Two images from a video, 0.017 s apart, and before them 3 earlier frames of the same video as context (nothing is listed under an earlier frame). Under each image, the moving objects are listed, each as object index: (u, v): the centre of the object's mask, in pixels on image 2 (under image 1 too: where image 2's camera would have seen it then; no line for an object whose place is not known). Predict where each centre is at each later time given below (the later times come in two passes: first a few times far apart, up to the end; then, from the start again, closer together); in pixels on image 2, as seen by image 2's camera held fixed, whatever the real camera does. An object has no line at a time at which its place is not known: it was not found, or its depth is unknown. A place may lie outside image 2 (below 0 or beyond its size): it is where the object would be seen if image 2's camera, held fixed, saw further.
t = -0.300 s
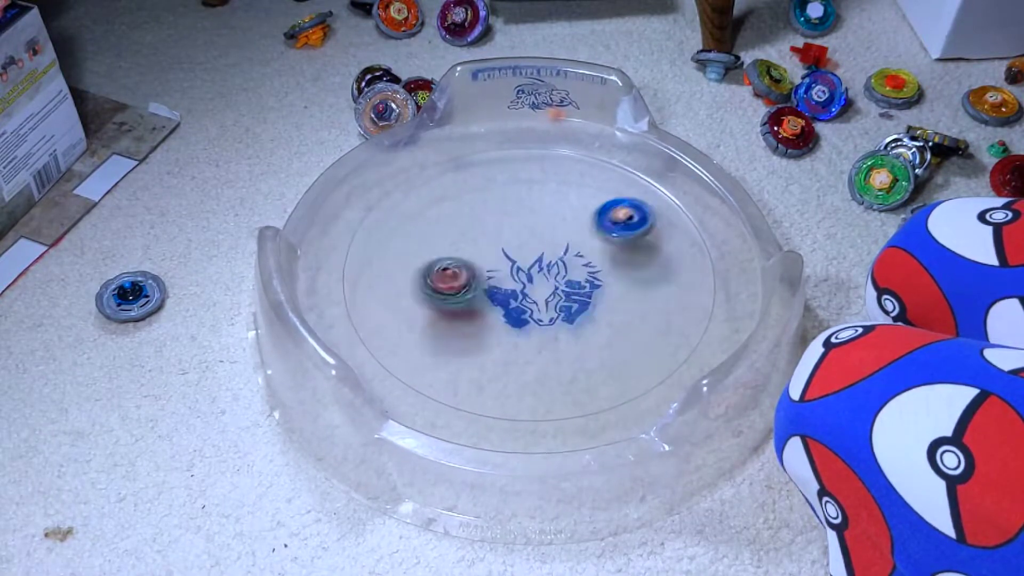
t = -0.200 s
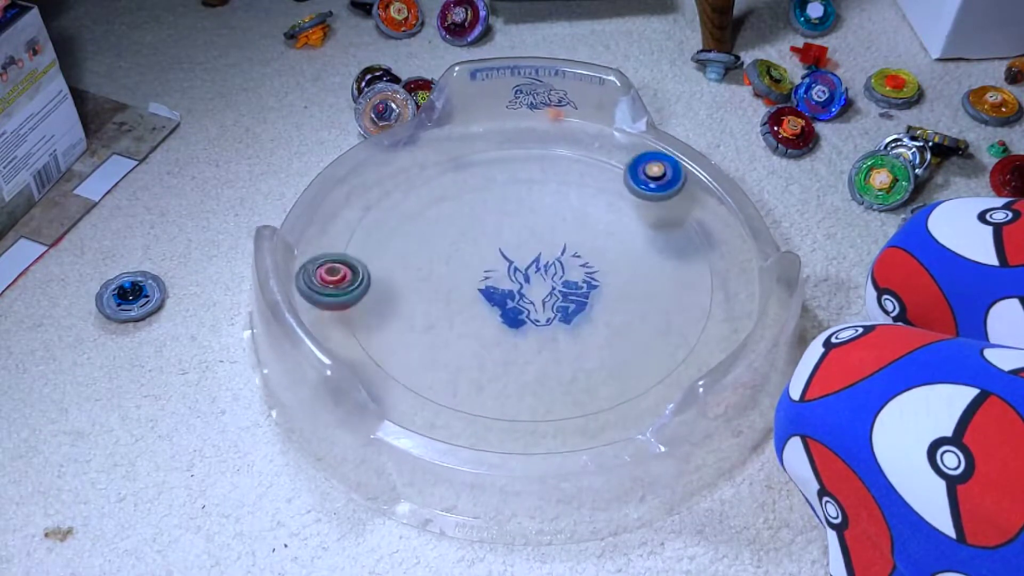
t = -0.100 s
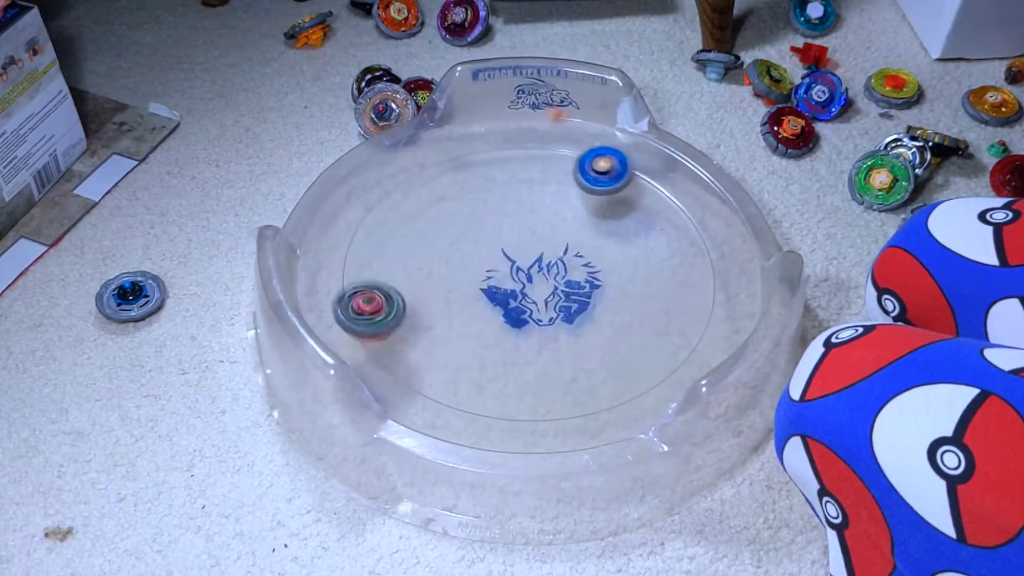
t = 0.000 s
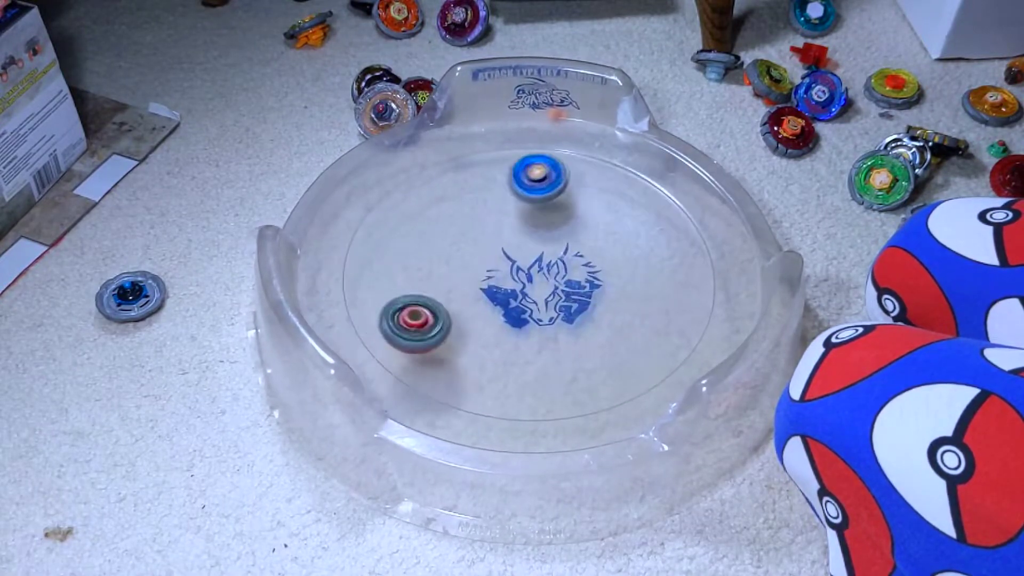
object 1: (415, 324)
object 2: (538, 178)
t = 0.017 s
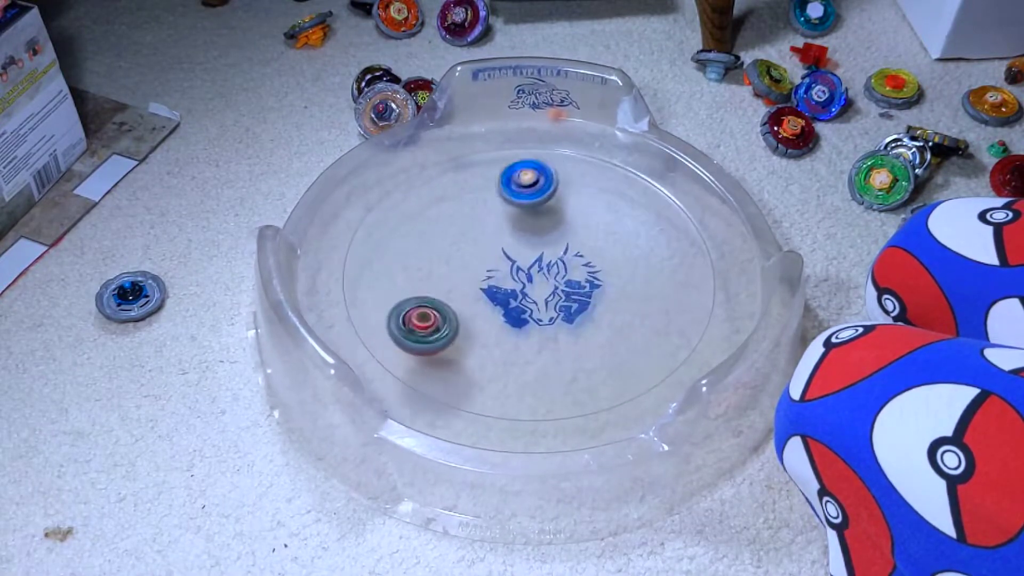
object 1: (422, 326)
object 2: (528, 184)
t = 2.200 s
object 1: (380, 271)
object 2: (473, 269)
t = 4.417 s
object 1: (546, 188)
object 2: (581, 319)
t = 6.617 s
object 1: (665, 281)
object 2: (487, 226)
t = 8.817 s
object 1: (566, 371)
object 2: (543, 272)
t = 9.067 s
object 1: (577, 368)
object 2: (519, 214)
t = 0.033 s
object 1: (430, 327)
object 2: (517, 189)
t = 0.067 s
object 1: (445, 331)
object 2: (500, 204)
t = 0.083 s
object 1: (452, 332)
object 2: (492, 212)
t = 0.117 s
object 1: (465, 334)
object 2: (481, 230)
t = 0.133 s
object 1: (472, 335)
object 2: (477, 240)
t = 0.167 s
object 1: (485, 336)
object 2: (474, 261)
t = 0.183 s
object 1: (491, 336)
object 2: (474, 271)
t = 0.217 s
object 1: (505, 336)
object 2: (479, 289)
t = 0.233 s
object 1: (514, 336)
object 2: (482, 295)
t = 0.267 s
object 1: (533, 345)
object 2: (491, 307)
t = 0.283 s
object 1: (544, 354)
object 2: (498, 314)
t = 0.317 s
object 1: (565, 363)
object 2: (515, 326)
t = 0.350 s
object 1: (590, 365)
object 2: (538, 335)
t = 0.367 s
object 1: (604, 364)
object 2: (549, 338)
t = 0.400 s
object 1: (647, 372)
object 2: (562, 331)
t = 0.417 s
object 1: (664, 366)
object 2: (568, 327)
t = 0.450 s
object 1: (685, 355)
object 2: (583, 320)
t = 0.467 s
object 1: (691, 348)
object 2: (591, 317)
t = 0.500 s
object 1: (702, 333)
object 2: (606, 308)
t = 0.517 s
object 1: (706, 325)
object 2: (612, 302)
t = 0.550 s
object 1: (713, 312)
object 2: (620, 289)
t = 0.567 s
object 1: (716, 306)
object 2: (620, 283)
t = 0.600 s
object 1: (720, 297)
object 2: (618, 269)
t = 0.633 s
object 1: (724, 288)
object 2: (610, 257)
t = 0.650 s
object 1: (725, 285)
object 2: (604, 251)
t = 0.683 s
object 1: (728, 279)
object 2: (589, 243)
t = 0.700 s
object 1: (729, 276)
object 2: (580, 239)
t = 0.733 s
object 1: (731, 271)
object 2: (561, 235)
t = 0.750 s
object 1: (731, 268)
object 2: (551, 235)
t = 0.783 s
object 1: (731, 262)
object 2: (530, 237)
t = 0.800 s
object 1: (731, 259)
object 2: (520, 239)
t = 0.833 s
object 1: (730, 253)
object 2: (503, 245)
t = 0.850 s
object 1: (729, 251)
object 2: (494, 251)
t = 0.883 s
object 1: (726, 245)
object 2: (481, 261)
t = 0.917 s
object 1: (724, 239)
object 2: (473, 275)
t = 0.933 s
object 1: (722, 237)
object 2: (471, 281)
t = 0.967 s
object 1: (717, 232)
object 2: (471, 297)
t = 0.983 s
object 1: (715, 229)
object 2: (472, 303)
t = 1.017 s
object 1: (709, 225)
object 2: (479, 317)
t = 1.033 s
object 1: (705, 222)
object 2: (485, 323)
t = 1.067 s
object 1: (694, 218)
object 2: (500, 334)
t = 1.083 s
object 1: (688, 216)
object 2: (510, 338)
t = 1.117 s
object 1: (677, 212)
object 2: (531, 342)
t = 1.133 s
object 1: (672, 211)
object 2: (542, 342)
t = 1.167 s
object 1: (662, 208)
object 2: (563, 339)
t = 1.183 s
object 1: (657, 206)
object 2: (572, 336)
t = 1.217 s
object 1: (646, 204)
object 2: (589, 327)
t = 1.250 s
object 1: (633, 202)
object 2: (601, 314)
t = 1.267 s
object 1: (627, 201)
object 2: (606, 308)
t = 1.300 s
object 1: (613, 199)
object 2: (610, 293)
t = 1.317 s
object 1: (605, 199)
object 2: (609, 284)
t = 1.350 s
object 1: (590, 198)
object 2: (605, 269)
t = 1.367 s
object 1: (582, 198)
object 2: (601, 263)
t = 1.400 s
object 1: (567, 198)
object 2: (590, 250)
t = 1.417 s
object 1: (559, 199)
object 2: (583, 246)
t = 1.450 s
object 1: (537, 179)
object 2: (572, 254)
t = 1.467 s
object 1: (526, 170)
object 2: (566, 258)
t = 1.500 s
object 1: (501, 155)
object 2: (553, 262)
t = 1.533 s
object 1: (476, 147)
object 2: (540, 265)
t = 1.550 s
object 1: (463, 145)
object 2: (533, 268)
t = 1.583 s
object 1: (440, 149)
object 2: (519, 274)
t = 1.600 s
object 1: (429, 156)
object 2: (514, 277)
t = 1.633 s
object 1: (410, 166)
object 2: (507, 286)
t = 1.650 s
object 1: (402, 171)
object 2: (505, 291)
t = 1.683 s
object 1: (391, 182)
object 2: (504, 302)
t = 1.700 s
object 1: (386, 186)
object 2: (505, 307)
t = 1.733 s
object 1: (379, 194)
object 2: (513, 315)
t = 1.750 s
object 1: (376, 197)
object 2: (518, 319)
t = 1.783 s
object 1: (370, 202)
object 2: (530, 324)
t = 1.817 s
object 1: (367, 207)
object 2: (545, 324)
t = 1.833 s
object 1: (366, 210)
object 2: (554, 323)
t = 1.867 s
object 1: (364, 215)
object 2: (566, 316)
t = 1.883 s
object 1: (363, 218)
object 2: (571, 312)
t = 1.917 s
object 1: (361, 223)
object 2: (576, 300)
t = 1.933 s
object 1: (360, 225)
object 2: (576, 295)
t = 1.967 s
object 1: (360, 230)
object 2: (571, 283)
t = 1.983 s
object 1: (359, 232)
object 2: (568, 277)
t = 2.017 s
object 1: (360, 238)
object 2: (556, 268)
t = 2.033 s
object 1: (360, 240)
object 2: (550, 264)
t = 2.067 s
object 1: (362, 246)
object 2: (534, 259)
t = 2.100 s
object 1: (365, 252)
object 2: (516, 257)
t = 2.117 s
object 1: (367, 255)
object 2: (508, 257)
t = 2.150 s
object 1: (372, 261)
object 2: (492, 259)
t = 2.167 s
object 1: (374, 264)
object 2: (485, 261)
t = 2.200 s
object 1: (380, 271)
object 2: (473, 269)
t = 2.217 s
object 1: (384, 274)
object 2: (469, 273)
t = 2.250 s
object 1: (392, 281)
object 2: (465, 284)
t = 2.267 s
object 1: (396, 285)
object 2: (464, 291)
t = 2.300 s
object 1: (398, 287)
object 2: (472, 301)
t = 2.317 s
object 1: (396, 288)
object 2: (479, 305)
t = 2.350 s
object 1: (393, 292)
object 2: (489, 314)
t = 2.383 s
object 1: (395, 294)
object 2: (502, 320)
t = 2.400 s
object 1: (398, 296)
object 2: (510, 321)
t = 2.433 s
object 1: (405, 301)
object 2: (527, 321)
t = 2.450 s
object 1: (409, 303)
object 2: (535, 318)
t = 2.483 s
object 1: (418, 308)
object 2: (549, 312)
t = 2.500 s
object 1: (422, 310)
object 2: (554, 307)
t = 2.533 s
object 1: (431, 314)
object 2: (562, 296)
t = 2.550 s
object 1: (436, 316)
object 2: (564, 290)
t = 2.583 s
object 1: (445, 319)
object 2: (564, 277)
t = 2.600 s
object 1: (450, 320)
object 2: (562, 270)
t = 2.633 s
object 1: (460, 323)
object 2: (555, 258)
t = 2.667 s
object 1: (471, 325)
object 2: (544, 248)
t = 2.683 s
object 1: (476, 326)
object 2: (537, 244)
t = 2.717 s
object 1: (487, 327)
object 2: (522, 237)
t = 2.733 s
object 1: (493, 327)
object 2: (514, 235)
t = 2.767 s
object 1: (506, 327)
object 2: (498, 234)
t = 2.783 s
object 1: (512, 327)
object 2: (489, 235)
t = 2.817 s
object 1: (524, 326)
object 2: (475, 239)
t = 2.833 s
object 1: (530, 325)
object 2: (469, 243)
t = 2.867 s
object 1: (542, 322)
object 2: (459, 253)
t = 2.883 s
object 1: (547, 321)
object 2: (457, 258)
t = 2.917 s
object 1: (559, 318)
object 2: (455, 271)
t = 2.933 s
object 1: (564, 316)
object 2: (456, 277)
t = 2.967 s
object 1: (575, 311)
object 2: (463, 289)
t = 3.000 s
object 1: (585, 306)
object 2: (477, 300)
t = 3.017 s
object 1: (590, 304)
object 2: (486, 304)
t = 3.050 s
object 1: (600, 299)
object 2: (503, 309)
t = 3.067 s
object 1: (604, 296)
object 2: (513, 309)
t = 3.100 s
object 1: (610, 291)
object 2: (532, 307)
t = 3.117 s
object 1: (614, 288)
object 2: (540, 304)
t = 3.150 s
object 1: (625, 282)
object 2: (550, 297)
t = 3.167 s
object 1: (639, 277)
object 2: (547, 293)
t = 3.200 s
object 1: (658, 267)
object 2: (547, 283)
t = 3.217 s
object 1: (665, 261)
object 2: (545, 277)
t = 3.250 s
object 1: (676, 250)
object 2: (541, 268)
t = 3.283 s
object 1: (684, 242)
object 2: (532, 259)
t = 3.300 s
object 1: (687, 239)
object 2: (527, 256)
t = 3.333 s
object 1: (693, 233)
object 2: (514, 250)
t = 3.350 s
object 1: (695, 230)
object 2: (507, 249)
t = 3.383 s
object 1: (699, 226)
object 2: (493, 248)
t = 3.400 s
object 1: (698, 225)
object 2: (486, 249)
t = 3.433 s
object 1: (695, 223)
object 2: (475, 254)
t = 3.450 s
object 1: (693, 221)
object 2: (471, 259)
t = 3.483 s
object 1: (692, 220)
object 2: (467, 268)
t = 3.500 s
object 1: (691, 219)
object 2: (466, 273)
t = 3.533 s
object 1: (692, 217)
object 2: (471, 283)
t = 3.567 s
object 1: (691, 216)
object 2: (482, 292)
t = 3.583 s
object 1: (691, 215)
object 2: (488, 295)
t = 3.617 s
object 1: (690, 214)
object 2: (503, 298)
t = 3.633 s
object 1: (690, 214)
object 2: (510, 298)
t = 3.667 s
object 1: (689, 213)
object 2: (527, 295)
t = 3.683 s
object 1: (688, 213)
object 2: (533, 292)
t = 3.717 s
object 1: (685, 214)
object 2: (545, 284)
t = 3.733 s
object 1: (682, 215)
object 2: (550, 279)
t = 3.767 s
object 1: (679, 216)
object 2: (556, 268)
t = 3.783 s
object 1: (676, 216)
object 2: (557, 262)
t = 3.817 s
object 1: (671, 218)
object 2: (555, 250)
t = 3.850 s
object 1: (665, 220)
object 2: (550, 240)
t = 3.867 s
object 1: (662, 220)
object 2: (546, 235)
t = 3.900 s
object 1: (654, 222)
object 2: (536, 228)
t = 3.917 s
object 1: (650, 223)
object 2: (530, 226)
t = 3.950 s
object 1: (642, 224)
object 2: (517, 222)
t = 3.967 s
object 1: (637, 225)
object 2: (510, 222)
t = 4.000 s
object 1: (628, 227)
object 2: (496, 224)
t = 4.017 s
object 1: (624, 228)
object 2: (490, 228)
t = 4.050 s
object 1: (613, 231)
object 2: (480, 236)
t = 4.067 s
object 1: (608, 232)
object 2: (478, 242)
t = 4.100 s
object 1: (597, 235)
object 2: (475, 254)
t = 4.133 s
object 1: (586, 237)
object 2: (479, 266)
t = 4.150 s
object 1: (580, 239)
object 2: (483, 271)
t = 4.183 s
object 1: (568, 242)
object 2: (494, 281)
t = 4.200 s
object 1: (561, 245)
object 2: (501, 285)
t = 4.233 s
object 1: (549, 248)
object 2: (515, 292)
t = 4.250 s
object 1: (552, 237)
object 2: (518, 297)
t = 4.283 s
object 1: (557, 221)
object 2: (523, 312)
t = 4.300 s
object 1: (559, 213)
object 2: (529, 316)
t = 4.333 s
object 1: (560, 205)
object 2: (543, 323)
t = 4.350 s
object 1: (559, 200)
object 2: (549, 324)
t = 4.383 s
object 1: (555, 193)
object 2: (565, 323)
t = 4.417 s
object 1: (546, 188)
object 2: (581, 319)
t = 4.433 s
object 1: (541, 187)
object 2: (589, 316)
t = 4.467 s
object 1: (531, 184)
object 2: (601, 309)
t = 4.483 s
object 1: (526, 183)
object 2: (607, 303)
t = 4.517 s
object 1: (516, 182)
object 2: (613, 293)
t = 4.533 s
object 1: (512, 182)
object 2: (614, 287)
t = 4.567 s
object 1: (503, 181)
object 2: (614, 275)
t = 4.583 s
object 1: (499, 181)
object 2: (612, 269)
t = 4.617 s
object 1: (491, 182)
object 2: (606, 259)
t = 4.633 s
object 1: (487, 182)
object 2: (601, 255)
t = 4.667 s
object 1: (480, 183)
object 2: (590, 246)
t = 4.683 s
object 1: (477, 184)
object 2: (583, 244)
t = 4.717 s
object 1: (470, 186)
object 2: (569, 238)
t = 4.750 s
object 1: (465, 189)
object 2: (552, 235)
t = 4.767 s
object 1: (462, 190)
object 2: (544, 235)
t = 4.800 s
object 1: (457, 193)
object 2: (528, 236)
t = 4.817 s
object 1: (455, 195)
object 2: (520, 237)
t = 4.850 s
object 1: (450, 199)
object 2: (505, 241)
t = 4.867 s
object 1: (448, 201)
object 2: (497, 244)
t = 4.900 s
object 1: (445, 206)
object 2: (485, 253)
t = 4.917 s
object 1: (444, 208)
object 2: (480, 257)
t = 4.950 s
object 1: (441, 213)
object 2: (472, 267)
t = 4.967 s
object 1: (441, 216)
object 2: (469, 273)
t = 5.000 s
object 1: (439, 222)
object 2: (467, 285)
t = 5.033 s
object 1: (439, 227)
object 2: (469, 298)
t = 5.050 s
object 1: (439, 231)
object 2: (471, 303)
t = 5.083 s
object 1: (439, 237)
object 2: (479, 313)
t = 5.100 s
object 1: (440, 240)
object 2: (484, 318)
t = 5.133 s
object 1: (441, 247)
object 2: (496, 325)
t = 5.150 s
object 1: (442, 250)
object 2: (504, 328)
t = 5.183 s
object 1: (445, 256)
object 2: (521, 332)
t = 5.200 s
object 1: (446, 260)
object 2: (529, 331)
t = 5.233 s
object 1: (450, 266)
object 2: (546, 329)
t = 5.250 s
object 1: (452, 270)
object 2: (555, 326)
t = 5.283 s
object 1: (456, 276)
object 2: (569, 319)
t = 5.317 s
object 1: (461, 283)
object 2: (580, 310)
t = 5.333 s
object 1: (464, 287)
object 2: (584, 305)
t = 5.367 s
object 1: (470, 293)
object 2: (589, 293)
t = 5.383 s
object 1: (473, 296)
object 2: (591, 287)
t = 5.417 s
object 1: (478, 301)
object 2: (590, 275)
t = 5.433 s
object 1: (481, 303)
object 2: (588, 269)
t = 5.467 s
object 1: (488, 308)
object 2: (583, 258)
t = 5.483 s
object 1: (492, 311)
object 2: (579, 252)
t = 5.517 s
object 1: (499, 315)
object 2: (569, 242)
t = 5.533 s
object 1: (503, 317)
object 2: (563, 238)
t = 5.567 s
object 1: (510, 321)
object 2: (549, 231)
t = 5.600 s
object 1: (517, 324)
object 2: (535, 227)
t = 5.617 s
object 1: (520, 325)
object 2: (527, 225)
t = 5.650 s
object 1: (527, 328)
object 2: (511, 224)
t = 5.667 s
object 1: (531, 329)
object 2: (504, 224)
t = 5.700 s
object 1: (537, 331)
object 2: (489, 227)
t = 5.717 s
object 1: (541, 332)
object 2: (482, 230)
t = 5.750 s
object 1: (548, 333)
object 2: (470, 236)
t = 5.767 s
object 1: (551, 333)
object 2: (465, 241)
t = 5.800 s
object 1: (558, 334)
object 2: (457, 251)
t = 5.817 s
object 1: (561, 334)
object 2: (455, 257)
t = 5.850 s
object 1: (566, 333)
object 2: (454, 269)
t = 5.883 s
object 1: (572, 333)
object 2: (457, 281)
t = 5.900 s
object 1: (575, 333)
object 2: (460, 286)
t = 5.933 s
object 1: (580, 331)
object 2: (471, 298)
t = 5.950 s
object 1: (582, 330)
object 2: (476, 301)
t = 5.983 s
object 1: (586, 329)
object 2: (490, 309)
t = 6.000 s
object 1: (589, 328)
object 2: (498, 312)
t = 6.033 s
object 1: (592, 326)
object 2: (515, 314)
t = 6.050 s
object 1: (594, 325)
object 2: (524, 314)
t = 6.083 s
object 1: (604, 323)
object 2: (535, 312)
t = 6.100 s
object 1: (608, 322)
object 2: (541, 311)
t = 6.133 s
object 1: (625, 322)
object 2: (549, 303)
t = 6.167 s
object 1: (635, 319)
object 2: (559, 293)
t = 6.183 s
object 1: (640, 318)
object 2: (564, 288)
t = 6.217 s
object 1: (647, 315)
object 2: (572, 277)
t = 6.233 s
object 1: (650, 314)
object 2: (574, 272)
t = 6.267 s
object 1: (656, 311)
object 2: (578, 262)
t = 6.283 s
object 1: (658, 309)
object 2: (578, 255)
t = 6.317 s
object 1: (663, 306)
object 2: (577, 244)
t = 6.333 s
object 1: (665, 305)
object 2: (575, 239)
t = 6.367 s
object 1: (669, 302)
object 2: (570, 229)
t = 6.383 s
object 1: (670, 301)
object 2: (566, 225)
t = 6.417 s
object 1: (672, 298)
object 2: (557, 218)
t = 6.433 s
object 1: (673, 297)
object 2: (551, 215)
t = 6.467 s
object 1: (673, 295)
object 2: (539, 210)
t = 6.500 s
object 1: (673, 292)
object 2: (526, 209)
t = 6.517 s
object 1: (673, 290)
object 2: (520, 209)
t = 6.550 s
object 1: (672, 287)
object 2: (507, 212)
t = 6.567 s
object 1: (670, 286)
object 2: (501, 215)
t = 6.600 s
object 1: (667, 283)
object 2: (491, 222)
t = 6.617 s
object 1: (665, 281)
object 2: (487, 226)
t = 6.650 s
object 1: (661, 278)
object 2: (482, 237)
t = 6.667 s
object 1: (658, 277)
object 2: (480, 243)
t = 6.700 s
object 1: (653, 273)
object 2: (480, 254)
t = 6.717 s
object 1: (650, 272)
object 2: (482, 261)
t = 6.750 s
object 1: (644, 269)
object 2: (487, 271)
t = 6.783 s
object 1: (637, 266)
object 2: (496, 281)
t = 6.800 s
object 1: (634, 264)
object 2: (501, 285)
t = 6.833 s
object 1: (626, 261)
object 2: (513, 293)
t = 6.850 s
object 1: (622, 260)
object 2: (518, 296)
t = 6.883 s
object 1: (613, 257)
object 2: (533, 301)
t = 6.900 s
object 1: (609, 256)
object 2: (540, 302)
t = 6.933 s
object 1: (599, 253)
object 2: (556, 303)
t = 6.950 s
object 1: (595, 251)
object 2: (563, 302)
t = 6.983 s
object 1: (585, 247)
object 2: (577, 300)
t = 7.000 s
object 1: (580, 246)
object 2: (583, 298)
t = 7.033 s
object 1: (569, 242)
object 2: (595, 293)
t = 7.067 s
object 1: (559, 238)
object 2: (605, 285)
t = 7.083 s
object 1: (553, 237)
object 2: (610, 282)
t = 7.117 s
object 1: (543, 234)
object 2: (615, 272)
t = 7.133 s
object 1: (538, 232)
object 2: (616, 268)
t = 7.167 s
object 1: (527, 229)
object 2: (616, 258)
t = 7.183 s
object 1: (522, 227)
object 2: (615, 254)
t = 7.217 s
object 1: (513, 224)
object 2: (610, 245)
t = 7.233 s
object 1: (508, 223)
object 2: (606, 242)
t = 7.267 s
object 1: (499, 221)
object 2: (596, 236)
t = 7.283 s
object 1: (496, 220)
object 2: (590, 234)
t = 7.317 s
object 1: (488, 219)
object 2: (577, 231)
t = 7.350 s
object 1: (481, 217)
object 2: (564, 230)
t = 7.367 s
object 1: (478, 216)
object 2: (557, 231)
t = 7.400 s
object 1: (472, 216)
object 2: (544, 234)
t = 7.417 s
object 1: (469, 215)
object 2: (538, 237)
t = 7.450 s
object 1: (463, 215)
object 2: (526, 242)
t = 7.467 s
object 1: (461, 215)
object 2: (520, 246)
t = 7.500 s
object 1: (456, 214)
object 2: (510, 253)
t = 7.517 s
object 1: (454, 214)
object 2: (506, 258)
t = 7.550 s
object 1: (450, 214)
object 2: (500, 267)
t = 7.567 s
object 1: (449, 214)
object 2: (497, 272)
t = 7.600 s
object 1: (446, 215)
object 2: (496, 282)
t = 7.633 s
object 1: (444, 216)
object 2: (495, 293)
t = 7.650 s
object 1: (443, 217)
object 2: (496, 298)
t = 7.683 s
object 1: (442, 219)
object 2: (500, 307)
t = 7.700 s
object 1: (442, 220)
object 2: (504, 311)
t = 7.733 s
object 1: (442, 223)
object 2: (512, 319)
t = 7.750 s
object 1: (442, 224)
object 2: (517, 323)
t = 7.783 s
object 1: (444, 228)
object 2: (529, 327)
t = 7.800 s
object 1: (444, 229)
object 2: (535, 328)
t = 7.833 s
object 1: (447, 234)
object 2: (549, 329)
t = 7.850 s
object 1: (448, 235)
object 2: (555, 329)
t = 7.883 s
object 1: (451, 239)
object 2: (568, 325)
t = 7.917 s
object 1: (455, 244)
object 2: (578, 319)
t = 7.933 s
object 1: (457, 246)
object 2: (583, 316)
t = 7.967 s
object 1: (462, 251)
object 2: (589, 307)
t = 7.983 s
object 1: (464, 253)
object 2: (590, 303)
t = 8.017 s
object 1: (469, 258)
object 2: (592, 293)
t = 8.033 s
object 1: (471, 260)
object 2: (591, 288)
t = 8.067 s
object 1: (477, 264)
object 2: (586, 279)
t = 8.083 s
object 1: (480, 267)
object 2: (583, 275)
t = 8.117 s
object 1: (487, 272)
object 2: (575, 266)
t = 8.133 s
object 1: (490, 274)
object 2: (570, 263)
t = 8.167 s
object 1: (497, 279)
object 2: (559, 257)
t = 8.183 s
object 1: (500, 281)
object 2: (553, 253)
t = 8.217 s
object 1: (500, 288)
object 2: (543, 246)
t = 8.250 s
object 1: (502, 297)
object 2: (532, 242)
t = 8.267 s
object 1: (503, 300)
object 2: (527, 241)
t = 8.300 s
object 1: (507, 306)
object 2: (514, 240)
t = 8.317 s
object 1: (509, 309)
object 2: (508, 240)
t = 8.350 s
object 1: (513, 314)
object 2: (496, 242)
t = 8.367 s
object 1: (515, 317)
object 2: (490, 244)
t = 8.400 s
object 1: (518, 321)
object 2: (480, 250)
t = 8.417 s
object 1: (520, 323)
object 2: (476, 252)
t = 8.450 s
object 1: (523, 327)
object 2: (469, 259)
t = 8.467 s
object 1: (525, 329)
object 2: (467, 263)
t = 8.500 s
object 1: (528, 333)
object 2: (465, 272)
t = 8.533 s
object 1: (532, 336)
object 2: (467, 280)
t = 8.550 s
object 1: (533, 338)
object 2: (469, 285)
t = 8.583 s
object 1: (536, 340)
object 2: (476, 293)
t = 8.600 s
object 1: (538, 341)
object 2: (480, 296)
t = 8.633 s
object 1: (541, 343)
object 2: (490, 302)
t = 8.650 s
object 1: (542, 344)
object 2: (496, 304)
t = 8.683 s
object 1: (545, 345)
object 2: (508, 305)
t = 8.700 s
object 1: (546, 346)
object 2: (514, 305)
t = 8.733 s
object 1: (553, 359)
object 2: (523, 297)
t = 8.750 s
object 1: (557, 363)
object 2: (529, 291)
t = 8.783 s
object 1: (562, 369)
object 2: (539, 280)
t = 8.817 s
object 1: (566, 371)
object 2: (543, 272)
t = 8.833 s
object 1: (567, 372)
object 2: (545, 266)
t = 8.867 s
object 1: (570, 373)
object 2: (547, 257)
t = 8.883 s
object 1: (571, 374)
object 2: (547, 252)
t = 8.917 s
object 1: (574, 375)
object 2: (545, 243)
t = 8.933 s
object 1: (574, 375)
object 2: (544, 238)
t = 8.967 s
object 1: (576, 376)
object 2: (540, 231)
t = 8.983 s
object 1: (576, 375)
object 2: (537, 227)
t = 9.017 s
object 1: (577, 373)
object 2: (531, 221)
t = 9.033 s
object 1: (577, 371)
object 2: (528, 218)
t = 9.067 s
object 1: (577, 368)
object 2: (519, 214)
